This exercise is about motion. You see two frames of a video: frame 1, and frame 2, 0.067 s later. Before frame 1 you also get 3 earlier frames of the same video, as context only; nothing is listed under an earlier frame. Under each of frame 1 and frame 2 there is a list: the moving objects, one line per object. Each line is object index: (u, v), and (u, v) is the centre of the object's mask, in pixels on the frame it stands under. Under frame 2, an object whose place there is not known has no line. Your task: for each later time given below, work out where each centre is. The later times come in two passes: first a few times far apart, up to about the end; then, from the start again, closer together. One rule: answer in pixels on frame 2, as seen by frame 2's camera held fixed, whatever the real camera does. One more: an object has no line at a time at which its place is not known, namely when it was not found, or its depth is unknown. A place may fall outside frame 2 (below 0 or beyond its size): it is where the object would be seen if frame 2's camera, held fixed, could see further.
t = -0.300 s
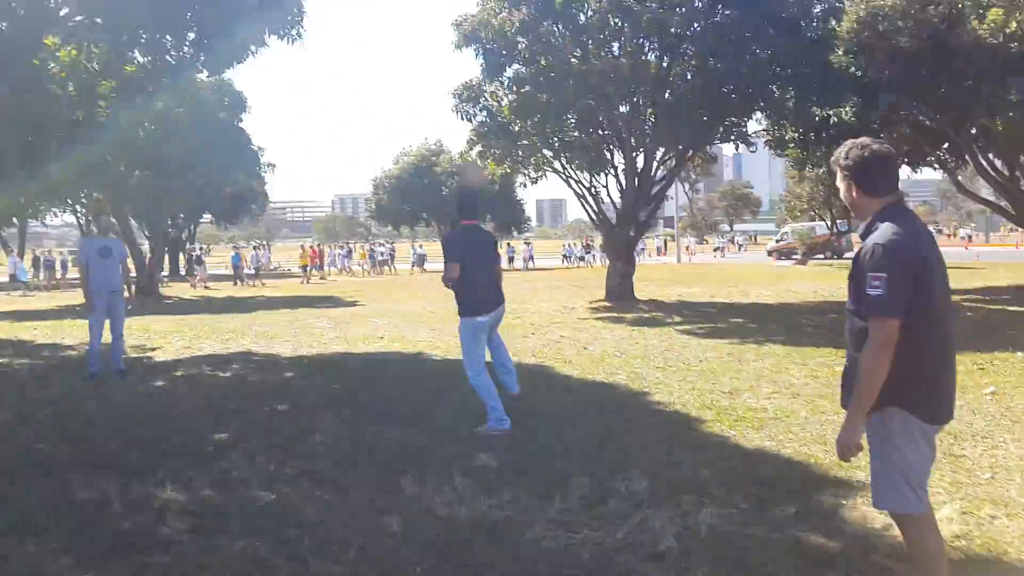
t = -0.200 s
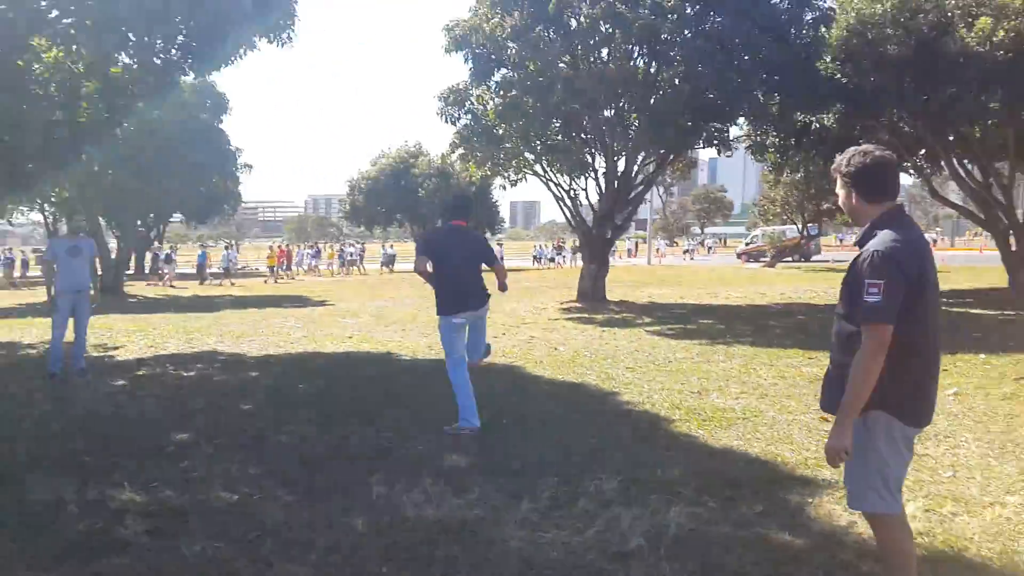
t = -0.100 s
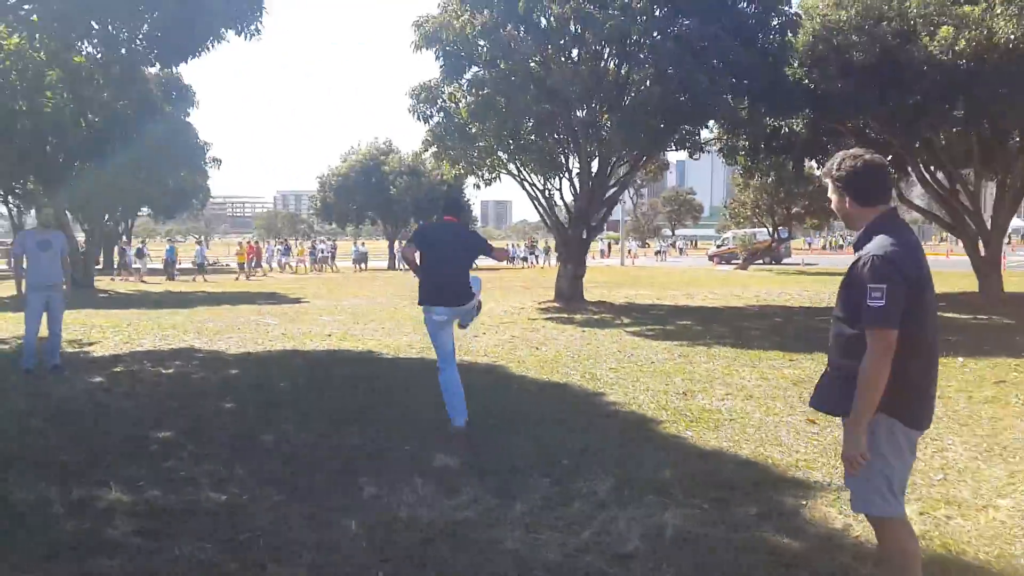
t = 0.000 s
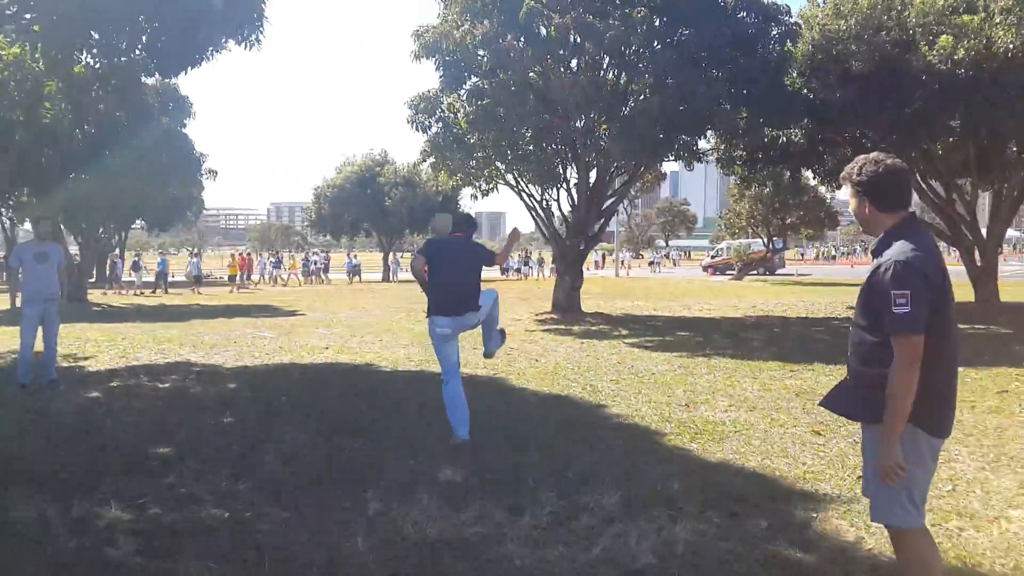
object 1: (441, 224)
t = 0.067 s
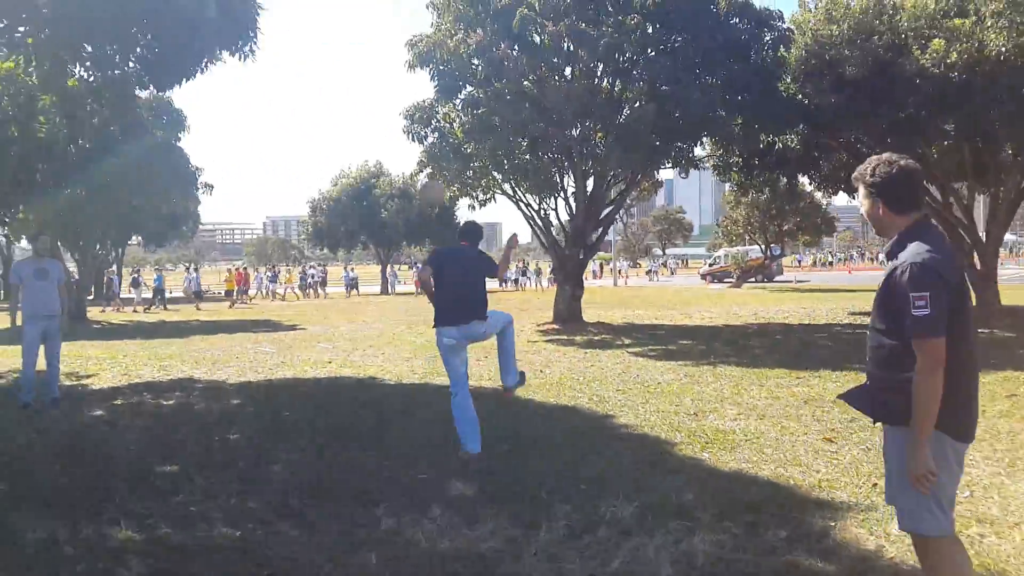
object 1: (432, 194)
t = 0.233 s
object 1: (402, 110)
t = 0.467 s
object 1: (364, 47)
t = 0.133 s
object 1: (427, 155)
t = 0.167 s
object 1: (421, 135)
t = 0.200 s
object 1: (412, 118)
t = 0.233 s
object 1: (402, 110)
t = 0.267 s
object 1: (406, 97)
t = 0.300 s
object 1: (408, 84)
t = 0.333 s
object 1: (394, 75)
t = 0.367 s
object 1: (378, 64)
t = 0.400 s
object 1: (379, 59)
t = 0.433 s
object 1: (372, 53)
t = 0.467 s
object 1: (364, 47)
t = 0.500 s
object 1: (365, 43)
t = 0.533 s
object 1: (360, 39)
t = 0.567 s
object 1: (357, 38)
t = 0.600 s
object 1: (362, 38)
